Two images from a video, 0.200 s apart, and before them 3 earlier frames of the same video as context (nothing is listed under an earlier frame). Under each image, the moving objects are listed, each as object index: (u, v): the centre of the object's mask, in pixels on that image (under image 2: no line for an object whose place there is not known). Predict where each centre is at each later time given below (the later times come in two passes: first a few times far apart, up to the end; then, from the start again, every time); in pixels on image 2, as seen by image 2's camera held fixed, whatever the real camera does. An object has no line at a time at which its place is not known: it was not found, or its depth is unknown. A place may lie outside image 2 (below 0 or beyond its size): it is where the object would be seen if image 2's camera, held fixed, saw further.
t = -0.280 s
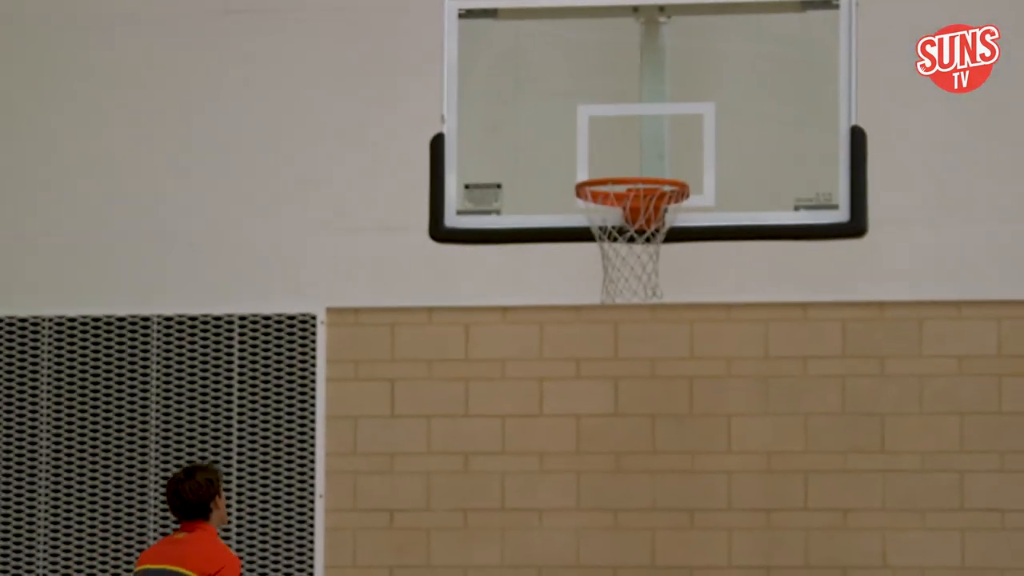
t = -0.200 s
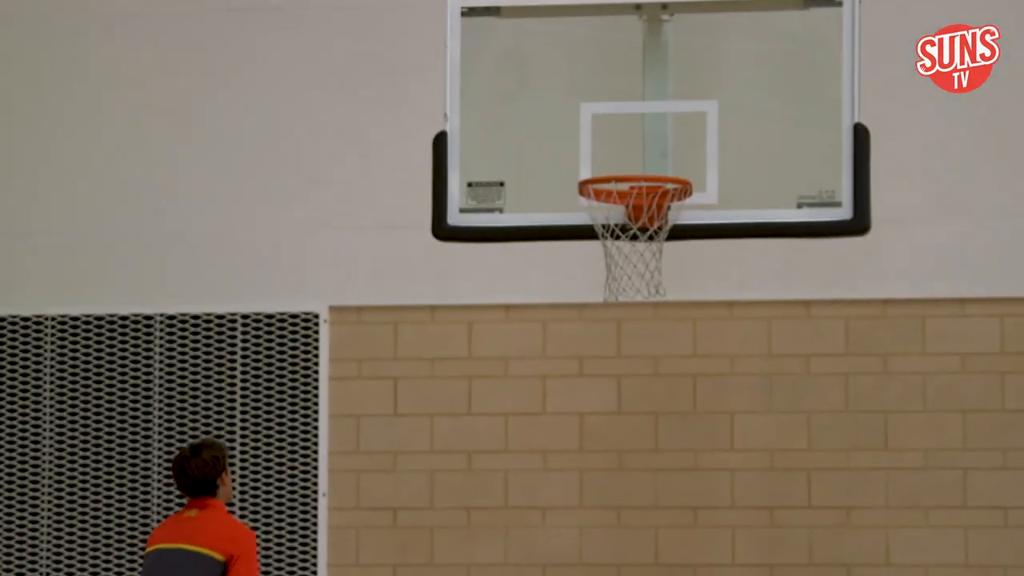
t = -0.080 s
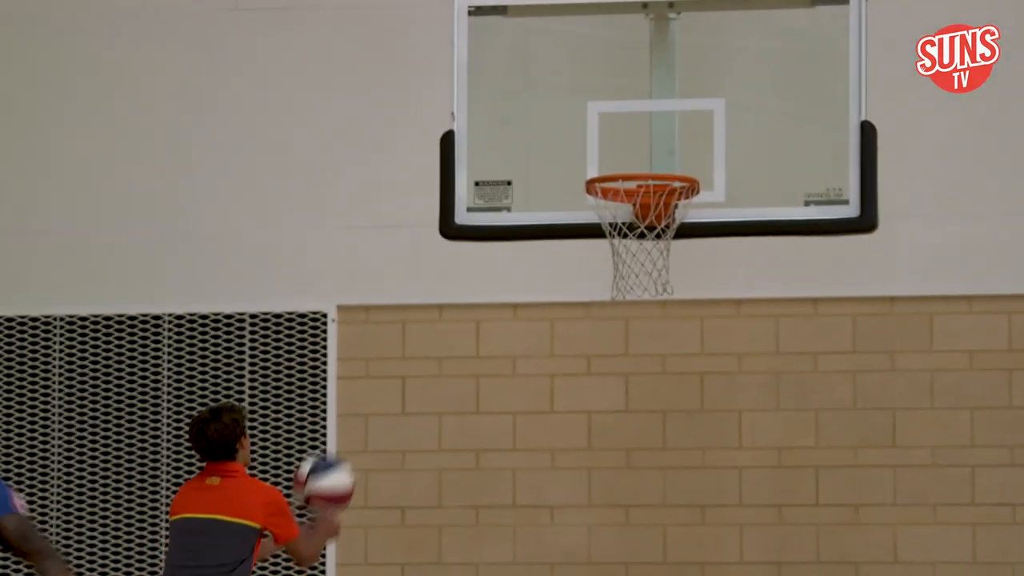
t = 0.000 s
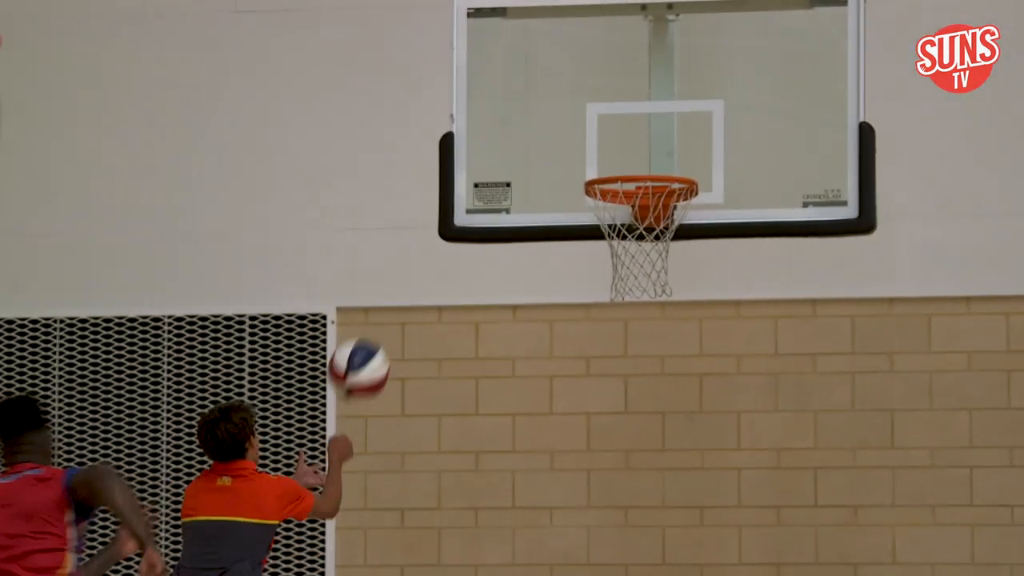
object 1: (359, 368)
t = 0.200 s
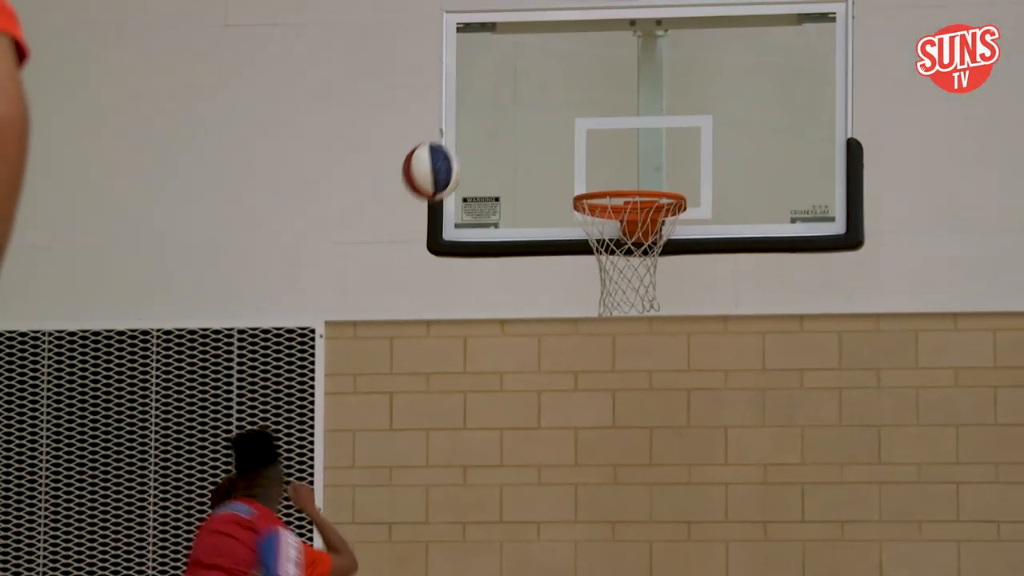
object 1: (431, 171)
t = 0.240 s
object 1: (446, 141)
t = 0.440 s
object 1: (524, 53)
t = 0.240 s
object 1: (446, 141)
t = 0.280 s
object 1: (462, 116)
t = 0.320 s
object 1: (479, 95)
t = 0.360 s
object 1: (494, 77)
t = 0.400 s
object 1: (509, 64)
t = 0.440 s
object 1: (524, 53)
